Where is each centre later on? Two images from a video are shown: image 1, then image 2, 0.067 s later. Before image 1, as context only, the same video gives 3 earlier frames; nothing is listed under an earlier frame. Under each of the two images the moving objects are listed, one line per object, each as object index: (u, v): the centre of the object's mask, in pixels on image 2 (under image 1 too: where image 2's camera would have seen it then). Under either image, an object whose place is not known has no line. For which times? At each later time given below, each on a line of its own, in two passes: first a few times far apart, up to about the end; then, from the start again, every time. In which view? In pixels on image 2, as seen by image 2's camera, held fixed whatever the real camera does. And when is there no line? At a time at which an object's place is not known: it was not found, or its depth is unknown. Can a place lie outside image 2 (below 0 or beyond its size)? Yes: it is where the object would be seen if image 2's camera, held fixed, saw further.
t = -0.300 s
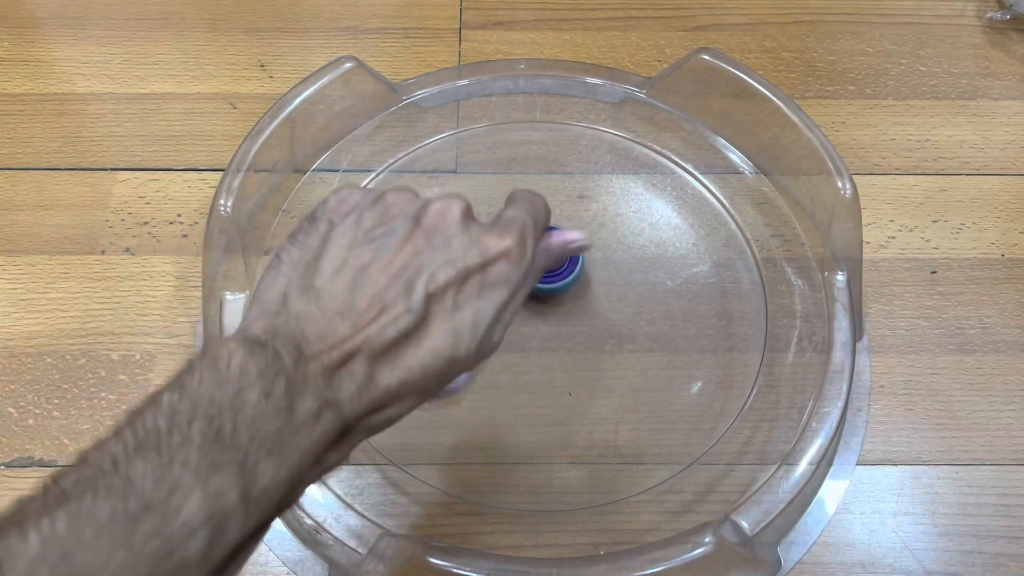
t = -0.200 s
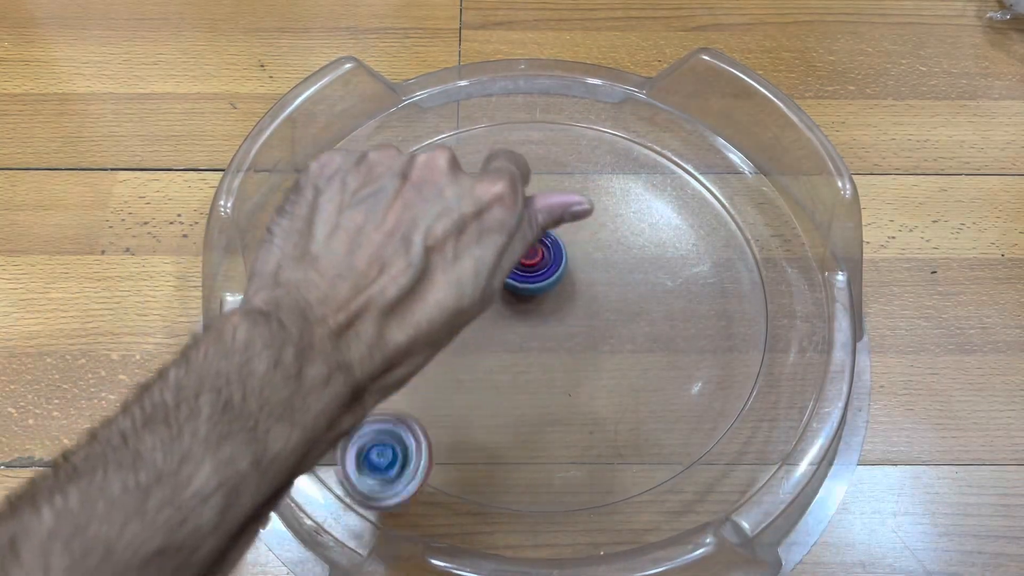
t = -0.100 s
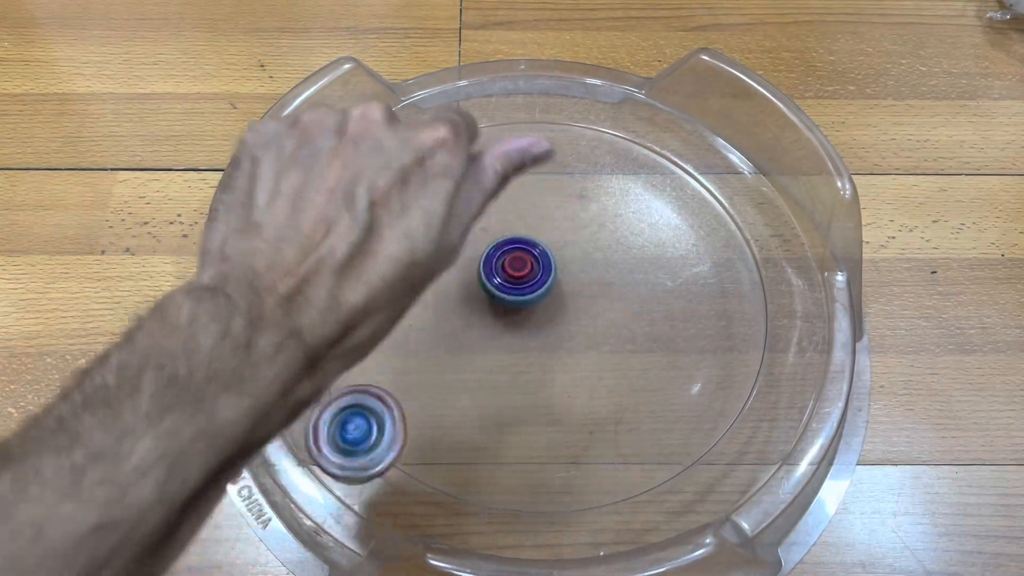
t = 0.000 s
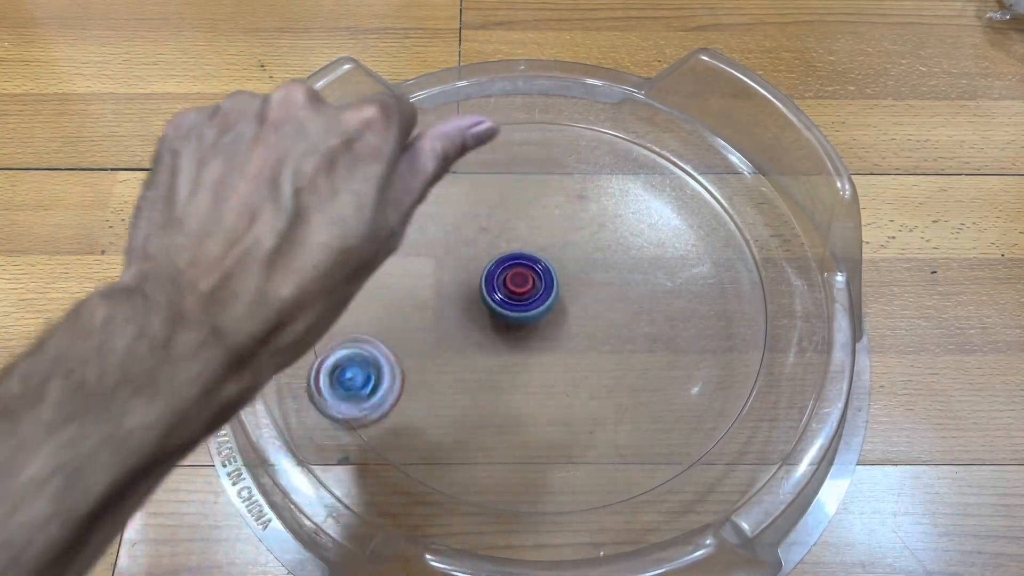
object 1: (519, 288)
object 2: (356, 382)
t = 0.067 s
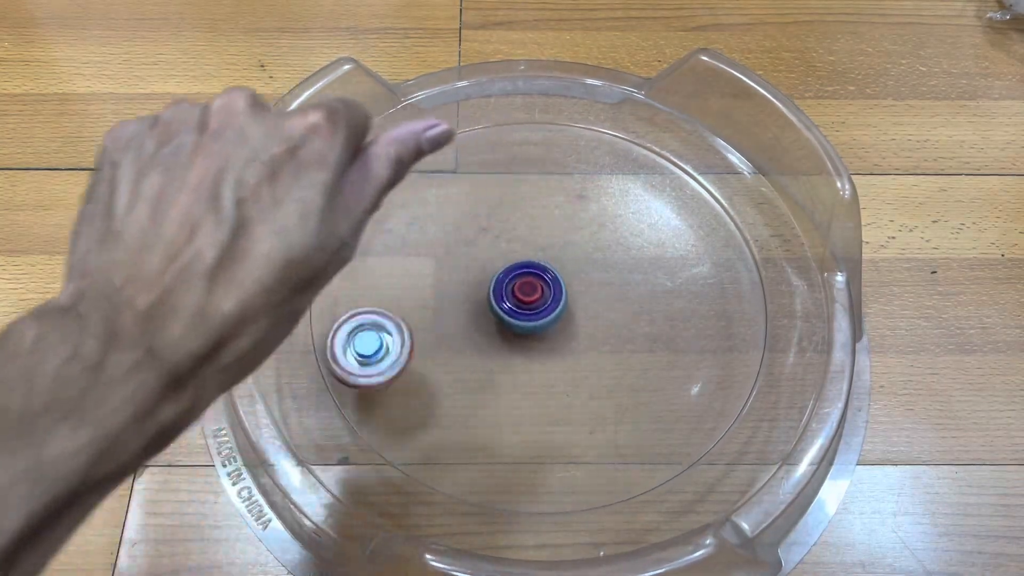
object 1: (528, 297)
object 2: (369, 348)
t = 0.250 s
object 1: (554, 296)
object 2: (416, 213)
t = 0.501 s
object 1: (556, 272)
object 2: (563, 160)
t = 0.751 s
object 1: (528, 287)
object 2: (672, 258)
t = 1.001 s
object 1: (556, 305)
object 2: (600, 382)
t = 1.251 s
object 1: (559, 284)
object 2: (434, 362)
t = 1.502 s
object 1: (533, 292)
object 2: (424, 233)
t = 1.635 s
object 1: (532, 304)
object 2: (494, 198)
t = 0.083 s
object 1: (530, 298)
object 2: (373, 342)
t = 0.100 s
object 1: (533, 300)
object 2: (375, 321)
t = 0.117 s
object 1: (536, 301)
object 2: (378, 304)
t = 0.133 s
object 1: (538, 300)
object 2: (382, 290)
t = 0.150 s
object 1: (541, 301)
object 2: (386, 278)
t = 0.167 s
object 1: (543, 300)
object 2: (391, 270)
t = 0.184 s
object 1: (546, 299)
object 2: (395, 256)
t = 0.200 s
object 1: (548, 299)
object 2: (399, 243)
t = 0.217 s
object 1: (550, 298)
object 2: (405, 233)
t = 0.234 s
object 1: (552, 297)
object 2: (411, 223)
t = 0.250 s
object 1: (554, 296)
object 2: (416, 213)
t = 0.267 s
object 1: (555, 295)
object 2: (424, 205)
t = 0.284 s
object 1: (557, 294)
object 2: (432, 198)
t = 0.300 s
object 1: (558, 293)
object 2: (439, 191)
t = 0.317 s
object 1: (559, 291)
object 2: (448, 186)
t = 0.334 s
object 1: (560, 289)
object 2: (457, 179)
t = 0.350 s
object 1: (562, 288)
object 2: (466, 174)
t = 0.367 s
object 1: (562, 287)
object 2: (477, 170)
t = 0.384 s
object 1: (562, 285)
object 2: (487, 165)
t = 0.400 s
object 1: (562, 283)
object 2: (497, 163)
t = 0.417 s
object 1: (562, 281)
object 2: (508, 161)
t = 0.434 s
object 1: (561, 279)
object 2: (519, 159)
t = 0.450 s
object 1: (560, 277)
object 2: (529, 158)
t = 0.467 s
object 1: (559, 275)
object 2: (541, 159)
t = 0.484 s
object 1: (557, 273)
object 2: (552, 158)
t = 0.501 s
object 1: (556, 272)
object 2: (563, 160)
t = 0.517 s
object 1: (554, 271)
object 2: (573, 163)
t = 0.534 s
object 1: (552, 270)
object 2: (585, 164)
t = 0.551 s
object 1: (550, 270)
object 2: (595, 169)
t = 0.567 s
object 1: (547, 270)
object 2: (605, 173)
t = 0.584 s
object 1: (545, 270)
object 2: (614, 178)
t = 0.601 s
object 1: (542, 271)
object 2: (622, 184)
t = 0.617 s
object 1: (540, 271)
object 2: (631, 190)
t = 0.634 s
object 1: (538, 272)
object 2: (639, 196)
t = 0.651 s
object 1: (535, 274)
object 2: (646, 204)
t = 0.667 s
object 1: (533, 276)
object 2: (652, 212)
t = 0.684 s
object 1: (531, 277)
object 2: (658, 221)
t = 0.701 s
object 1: (530, 279)
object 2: (662, 230)
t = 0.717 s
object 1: (529, 282)
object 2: (667, 239)
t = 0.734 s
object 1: (528, 284)
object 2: (670, 248)
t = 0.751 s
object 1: (528, 287)
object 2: (672, 258)
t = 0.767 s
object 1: (528, 290)
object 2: (674, 268)
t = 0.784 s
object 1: (529, 293)
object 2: (674, 277)
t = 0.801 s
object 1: (529, 295)
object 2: (673, 287)
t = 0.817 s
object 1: (531, 298)
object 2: (672, 297)
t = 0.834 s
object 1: (533, 300)
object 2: (669, 307)
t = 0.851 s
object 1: (535, 302)
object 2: (666, 316)
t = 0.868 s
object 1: (537, 304)
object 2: (662, 324)
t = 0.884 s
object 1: (540, 305)
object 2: (657, 333)
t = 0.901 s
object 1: (542, 305)
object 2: (651, 342)
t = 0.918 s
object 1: (545, 306)
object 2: (645, 350)
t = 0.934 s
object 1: (547, 306)
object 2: (638, 357)
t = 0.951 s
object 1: (549, 306)
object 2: (630, 364)
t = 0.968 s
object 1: (552, 307)
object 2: (620, 371)
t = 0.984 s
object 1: (554, 306)
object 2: (610, 377)
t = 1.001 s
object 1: (556, 305)
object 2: (600, 382)
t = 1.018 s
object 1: (558, 305)
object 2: (589, 387)
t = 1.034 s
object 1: (560, 304)
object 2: (577, 392)
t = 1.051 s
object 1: (562, 303)
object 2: (565, 394)
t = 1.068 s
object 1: (563, 301)
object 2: (553, 396)
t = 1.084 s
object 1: (564, 300)
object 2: (542, 398)
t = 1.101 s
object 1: (564, 298)
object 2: (530, 398)
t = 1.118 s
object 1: (564, 296)
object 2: (517, 397)
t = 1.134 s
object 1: (565, 294)
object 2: (505, 395)
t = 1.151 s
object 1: (565, 293)
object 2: (493, 394)
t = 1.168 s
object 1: (565, 292)
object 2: (482, 389)
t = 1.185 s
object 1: (565, 290)
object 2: (471, 385)
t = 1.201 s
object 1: (563, 288)
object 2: (461, 381)
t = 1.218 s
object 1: (562, 287)
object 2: (452, 376)
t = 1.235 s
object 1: (560, 286)
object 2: (442, 369)
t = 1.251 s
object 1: (559, 284)
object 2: (434, 362)
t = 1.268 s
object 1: (557, 284)
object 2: (428, 355)
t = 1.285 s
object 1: (555, 283)
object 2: (421, 347)
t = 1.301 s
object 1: (553, 282)
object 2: (415, 338)
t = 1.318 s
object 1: (551, 282)
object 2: (410, 331)
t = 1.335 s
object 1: (548, 282)
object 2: (406, 322)
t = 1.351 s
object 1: (546, 282)
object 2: (403, 312)
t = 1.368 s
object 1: (544, 282)
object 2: (401, 302)
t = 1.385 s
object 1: (542, 283)
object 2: (401, 293)
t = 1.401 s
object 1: (540, 284)
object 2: (401, 284)
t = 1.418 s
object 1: (538, 285)
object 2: (402, 274)
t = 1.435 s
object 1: (536, 286)
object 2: (405, 264)
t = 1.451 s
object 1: (535, 287)
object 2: (409, 257)
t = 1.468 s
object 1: (534, 288)
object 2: (414, 248)
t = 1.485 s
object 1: (534, 290)
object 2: (419, 240)
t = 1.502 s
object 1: (533, 292)
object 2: (424, 233)
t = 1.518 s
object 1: (532, 293)
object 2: (432, 227)
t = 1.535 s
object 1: (531, 295)
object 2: (439, 221)
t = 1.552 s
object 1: (530, 297)
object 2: (447, 215)
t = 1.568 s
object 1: (530, 298)
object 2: (456, 210)
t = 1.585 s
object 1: (530, 300)
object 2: (466, 206)
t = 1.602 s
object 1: (531, 301)
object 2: (475, 203)
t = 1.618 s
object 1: (532, 303)
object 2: (485, 199)
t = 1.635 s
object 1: (532, 304)
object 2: (494, 198)
